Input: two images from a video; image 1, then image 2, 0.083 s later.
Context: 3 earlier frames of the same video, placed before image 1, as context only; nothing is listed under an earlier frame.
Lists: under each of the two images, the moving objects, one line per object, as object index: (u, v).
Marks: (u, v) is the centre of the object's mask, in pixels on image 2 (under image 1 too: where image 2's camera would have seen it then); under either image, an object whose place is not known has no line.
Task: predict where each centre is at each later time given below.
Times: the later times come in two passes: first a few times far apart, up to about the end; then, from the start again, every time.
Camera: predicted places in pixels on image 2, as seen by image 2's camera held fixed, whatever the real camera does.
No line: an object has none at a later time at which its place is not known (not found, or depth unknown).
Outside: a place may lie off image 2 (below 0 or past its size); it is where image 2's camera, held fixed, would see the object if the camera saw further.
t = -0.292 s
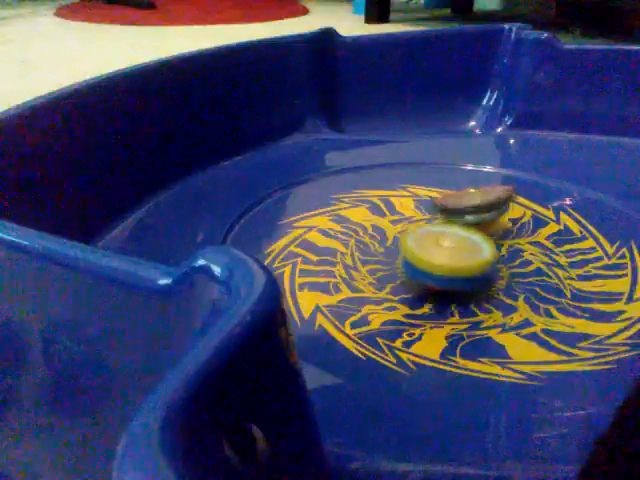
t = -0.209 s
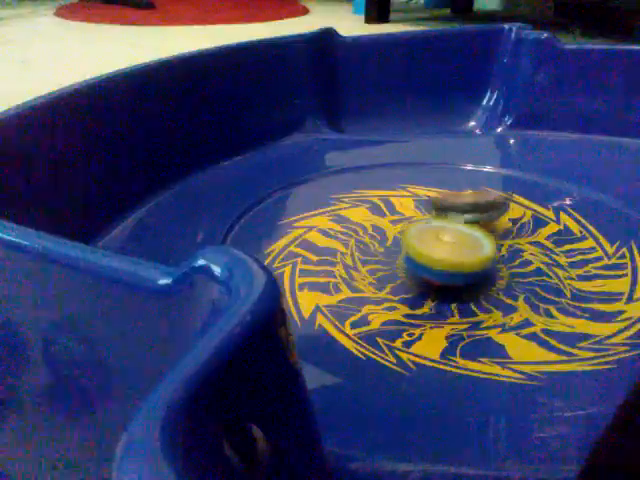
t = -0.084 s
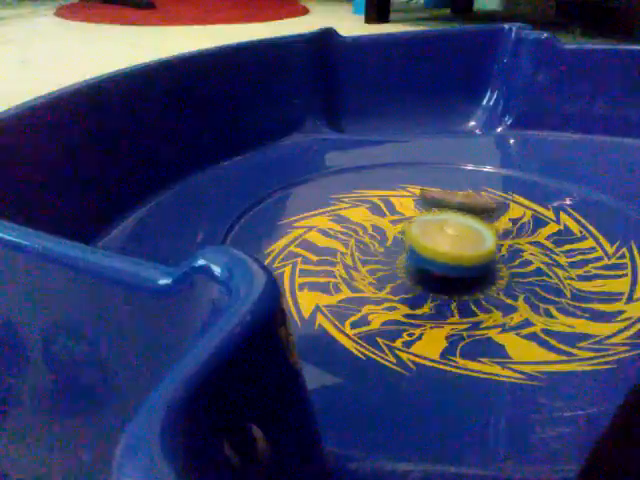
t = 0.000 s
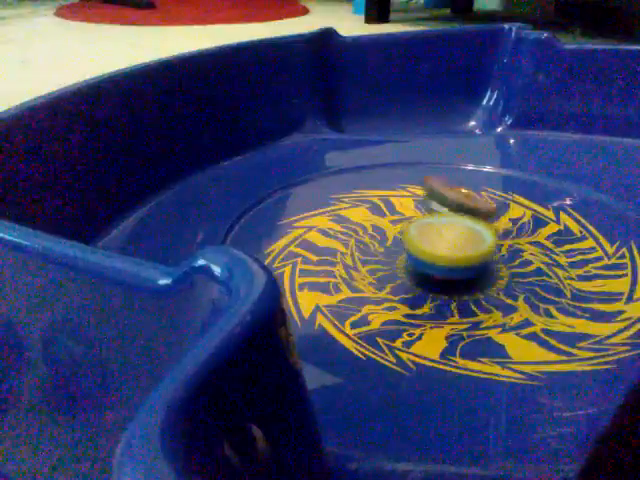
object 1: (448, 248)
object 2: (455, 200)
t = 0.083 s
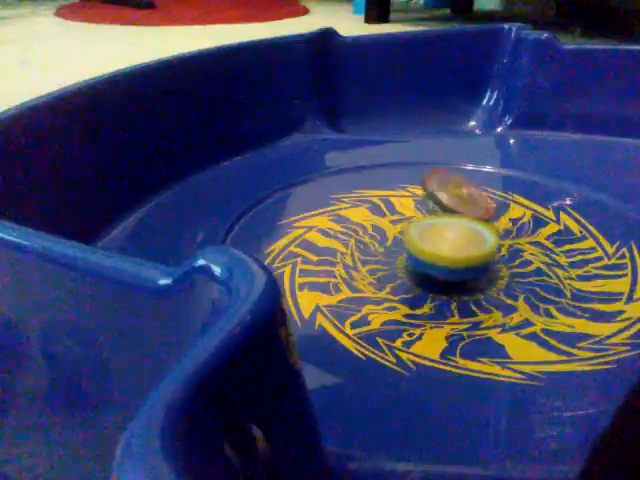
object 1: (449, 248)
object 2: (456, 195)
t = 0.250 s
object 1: (451, 249)
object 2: (454, 192)
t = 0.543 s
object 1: (454, 246)
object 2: (458, 195)
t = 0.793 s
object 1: (449, 253)
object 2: (455, 203)
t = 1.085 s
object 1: (431, 259)
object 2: (440, 200)
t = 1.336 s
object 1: (421, 251)
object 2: (438, 193)
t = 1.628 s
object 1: (422, 247)
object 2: (449, 196)
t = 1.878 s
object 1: (414, 257)
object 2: (442, 204)
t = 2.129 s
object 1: (415, 256)
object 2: (429, 204)
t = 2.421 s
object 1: (437, 251)
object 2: (416, 196)
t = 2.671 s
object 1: (468, 252)
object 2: (413, 207)
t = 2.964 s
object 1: (497, 255)
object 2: (408, 220)
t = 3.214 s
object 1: (501, 256)
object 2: (397, 219)
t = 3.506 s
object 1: (485, 249)
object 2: (394, 216)
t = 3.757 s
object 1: (484, 240)
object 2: (389, 222)
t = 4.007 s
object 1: (503, 242)
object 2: (381, 219)
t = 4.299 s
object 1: (497, 248)
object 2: (385, 221)
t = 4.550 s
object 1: (473, 245)
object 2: (386, 228)
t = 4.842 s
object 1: (472, 242)
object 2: (380, 228)
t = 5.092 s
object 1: (472, 237)
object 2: (383, 230)
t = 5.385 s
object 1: (477, 236)
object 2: (383, 233)
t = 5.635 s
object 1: (477, 244)
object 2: (381, 240)
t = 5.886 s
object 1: (475, 248)
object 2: (377, 238)
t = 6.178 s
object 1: (480, 251)
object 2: (376, 242)
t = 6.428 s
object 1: (472, 248)
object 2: (378, 246)
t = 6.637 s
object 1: (500, 253)
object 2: (357, 243)
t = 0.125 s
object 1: (449, 248)
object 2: (455, 194)
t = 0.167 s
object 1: (450, 249)
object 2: (454, 194)
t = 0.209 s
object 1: (450, 249)
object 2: (454, 193)
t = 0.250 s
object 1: (451, 249)
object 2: (454, 192)
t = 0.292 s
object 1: (451, 248)
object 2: (455, 192)
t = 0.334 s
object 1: (452, 248)
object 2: (455, 192)
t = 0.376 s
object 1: (452, 248)
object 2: (456, 192)
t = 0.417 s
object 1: (453, 248)
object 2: (456, 193)
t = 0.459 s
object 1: (454, 247)
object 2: (458, 193)
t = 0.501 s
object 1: (454, 246)
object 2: (458, 194)
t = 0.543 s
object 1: (454, 246)
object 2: (458, 195)
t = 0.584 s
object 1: (454, 246)
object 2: (459, 196)
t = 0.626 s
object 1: (454, 246)
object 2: (458, 198)
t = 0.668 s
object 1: (455, 245)
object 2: (458, 199)
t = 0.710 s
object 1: (452, 247)
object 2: (458, 201)
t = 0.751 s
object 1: (450, 250)
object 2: (456, 202)
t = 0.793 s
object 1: (449, 253)
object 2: (455, 203)
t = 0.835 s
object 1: (447, 255)
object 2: (453, 204)
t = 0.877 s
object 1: (446, 257)
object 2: (450, 203)
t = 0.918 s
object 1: (443, 258)
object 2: (448, 203)
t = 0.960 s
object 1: (440, 259)
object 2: (445, 203)
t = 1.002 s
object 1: (437, 259)
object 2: (444, 202)
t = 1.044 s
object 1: (434, 260)
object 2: (441, 200)
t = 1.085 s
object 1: (431, 259)
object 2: (440, 200)
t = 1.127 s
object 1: (429, 258)
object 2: (438, 198)
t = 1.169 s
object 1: (426, 257)
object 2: (437, 197)
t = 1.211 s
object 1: (423, 256)
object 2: (437, 196)
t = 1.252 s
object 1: (423, 255)
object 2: (438, 196)
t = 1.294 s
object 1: (422, 254)
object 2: (438, 195)
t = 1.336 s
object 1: (421, 251)
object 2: (438, 193)
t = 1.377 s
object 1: (421, 250)
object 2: (439, 193)
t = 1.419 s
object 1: (421, 248)
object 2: (440, 194)
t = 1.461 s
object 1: (423, 247)
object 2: (440, 194)
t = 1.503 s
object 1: (425, 245)
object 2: (440, 194)
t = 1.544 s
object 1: (426, 243)
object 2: (441, 194)
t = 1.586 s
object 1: (424, 243)
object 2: (441, 194)
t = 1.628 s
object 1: (422, 247)
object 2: (449, 196)
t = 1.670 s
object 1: (420, 249)
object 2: (451, 198)
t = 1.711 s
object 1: (419, 252)
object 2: (449, 200)
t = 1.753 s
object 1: (419, 253)
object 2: (449, 201)
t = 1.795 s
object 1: (416, 255)
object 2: (446, 202)
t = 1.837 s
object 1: (415, 256)
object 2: (444, 203)
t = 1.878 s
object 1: (414, 257)
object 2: (442, 204)
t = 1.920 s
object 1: (413, 257)
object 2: (441, 205)
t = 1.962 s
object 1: (413, 257)
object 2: (437, 205)
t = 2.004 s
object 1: (413, 258)
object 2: (435, 205)
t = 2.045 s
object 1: (413, 258)
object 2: (433, 206)
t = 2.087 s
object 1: (414, 257)
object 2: (431, 204)
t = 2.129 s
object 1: (415, 256)
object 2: (429, 204)
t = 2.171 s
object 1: (416, 256)
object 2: (424, 202)
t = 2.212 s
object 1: (419, 254)
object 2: (422, 200)
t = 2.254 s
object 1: (422, 254)
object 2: (421, 199)
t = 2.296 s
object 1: (425, 253)
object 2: (418, 198)
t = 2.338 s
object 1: (428, 252)
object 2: (417, 197)
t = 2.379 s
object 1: (432, 252)
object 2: (416, 197)
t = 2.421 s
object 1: (437, 251)
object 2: (416, 196)
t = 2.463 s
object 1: (442, 251)
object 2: (415, 196)
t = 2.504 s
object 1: (448, 252)
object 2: (415, 198)
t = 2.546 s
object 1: (452, 252)
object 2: (414, 200)
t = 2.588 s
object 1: (458, 252)
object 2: (413, 203)
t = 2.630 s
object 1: (462, 252)
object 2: (413, 205)
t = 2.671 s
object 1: (468, 252)
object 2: (413, 207)
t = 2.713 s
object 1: (473, 252)
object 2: (413, 208)
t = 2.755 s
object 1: (478, 252)
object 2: (413, 211)
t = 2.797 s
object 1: (483, 254)
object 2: (412, 214)
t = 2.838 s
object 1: (486, 254)
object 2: (411, 216)
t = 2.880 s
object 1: (490, 255)
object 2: (412, 217)
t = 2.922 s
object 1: (494, 255)
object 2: (410, 219)
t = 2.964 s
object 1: (497, 255)
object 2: (408, 220)
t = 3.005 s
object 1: (499, 256)
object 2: (407, 220)
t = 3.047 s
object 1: (500, 256)
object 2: (405, 220)
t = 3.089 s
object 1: (502, 256)
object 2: (403, 220)
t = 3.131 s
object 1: (502, 256)
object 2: (401, 219)
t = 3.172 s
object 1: (501, 256)
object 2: (399, 219)
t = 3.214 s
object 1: (501, 256)
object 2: (397, 219)
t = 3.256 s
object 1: (500, 256)
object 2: (395, 218)
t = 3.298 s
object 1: (499, 255)
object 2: (394, 217)
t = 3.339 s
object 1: (495, 254)
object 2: (393, 217)
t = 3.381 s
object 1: (493, 253)
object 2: (392, 216)
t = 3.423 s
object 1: (490, 253)
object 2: (392, 216)
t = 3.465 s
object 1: (488, 251)
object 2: (393, 216)
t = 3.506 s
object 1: (485, 249)
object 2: (394, 216)
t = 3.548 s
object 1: (483, 249)
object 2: (395, 218)
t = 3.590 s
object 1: (479, 245)
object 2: (395, 218)
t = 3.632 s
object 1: (477, 244)
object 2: (395, 219)
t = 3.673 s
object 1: (477, 245)
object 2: (396, 220)
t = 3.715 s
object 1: (479, 241)
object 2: (393, 219)
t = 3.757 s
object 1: (484, 240)
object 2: (389, 222)
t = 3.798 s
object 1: (487, 241)
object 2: (386, 221)
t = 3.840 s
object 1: (492, 241)
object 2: (386, 220)
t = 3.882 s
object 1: (496, 241)
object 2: (386, 221)
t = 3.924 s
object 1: (498, 243)
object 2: (383, 220)
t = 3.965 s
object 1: (502, 241)
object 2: (382, 220)
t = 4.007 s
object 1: (503, 242)
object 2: (381, 219)
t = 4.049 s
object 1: (505, 244)
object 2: (381, 218)
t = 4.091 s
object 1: (505, 245)
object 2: (382, 218)
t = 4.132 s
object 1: (505, 245)
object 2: (382, 218)
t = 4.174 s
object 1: (504, 246)
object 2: (382, 218)
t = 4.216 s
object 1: (503, 246)
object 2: (383, 219)
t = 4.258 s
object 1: (500, 247)
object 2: (384, 220)
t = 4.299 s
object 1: (497, 248)
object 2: (385, 221)
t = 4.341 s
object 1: (493, 249)
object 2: (385, 221)
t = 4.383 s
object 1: (490, 249)
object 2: (386, 223)
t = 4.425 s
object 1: (485, 247)
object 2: (385, 224)
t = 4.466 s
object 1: (480, 247)
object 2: (386, 226)
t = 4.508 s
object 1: (476, 246)
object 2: (386, 228)
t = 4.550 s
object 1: (473, 245)
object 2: (386, 228)
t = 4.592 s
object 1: (474, 244)
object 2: (382, 230)
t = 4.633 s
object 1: (473, 246)
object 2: (381, 230)
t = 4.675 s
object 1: (473, 245)
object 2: (382, 231)
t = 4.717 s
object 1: (472, 244)
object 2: (383, 230)
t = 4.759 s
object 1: (472, 244)
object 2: (383, 231)
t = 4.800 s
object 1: (472, 243)
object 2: (381, 229)
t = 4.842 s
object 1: (472, 242)
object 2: (380, 228)
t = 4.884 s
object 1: (472, 242)
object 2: (381, 227)
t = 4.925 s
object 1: (472, 241)
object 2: (381, 227)
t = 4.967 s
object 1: (472, 240)
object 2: (383, 229)
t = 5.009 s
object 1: (472, 240)
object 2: (383, 229)
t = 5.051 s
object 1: (472, 239)
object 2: (383, 229)
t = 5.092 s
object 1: (472, 237)
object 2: (383, 230)
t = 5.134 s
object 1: (474, 236)
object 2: (384, 230)
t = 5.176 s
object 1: (475, 236)
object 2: (385, 231)
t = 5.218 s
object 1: (476, 236)
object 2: (384, 232)
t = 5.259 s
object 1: (477, 235)
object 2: (385, 233)
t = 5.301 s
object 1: (476, 236)
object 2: (384, 232)
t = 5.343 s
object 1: (476, 236)
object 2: (384, 233)
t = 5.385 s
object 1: (477, 236)
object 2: (383, 233)
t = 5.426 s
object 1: (476, 236)
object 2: (383, 233)
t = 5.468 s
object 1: (474, 238)
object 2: (382, 234)
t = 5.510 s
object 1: (475, 242)
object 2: (379, 236)
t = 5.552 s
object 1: (476, 242)
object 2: (376, 238)
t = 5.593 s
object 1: (476, 243)
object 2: (377, 239)
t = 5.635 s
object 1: (477, 244)
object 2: (381, 240)
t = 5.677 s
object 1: (477, 244)
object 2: (379, 236)
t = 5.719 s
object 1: (477, 245)
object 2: (379, 237)
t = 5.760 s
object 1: (477, 246)
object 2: (380, 237)
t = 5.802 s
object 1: (475, 247)
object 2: (383, 240)
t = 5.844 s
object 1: (475, 246)
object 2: (382, 240)
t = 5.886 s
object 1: (475, 248)
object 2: (377, 238)
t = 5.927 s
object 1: (477, 247)
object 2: (373, 237)
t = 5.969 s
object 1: (479, 246)
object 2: (373, 236)
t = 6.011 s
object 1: (480, 250)
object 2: (375, 237)
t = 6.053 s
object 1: (480, 250)
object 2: (376, 240)
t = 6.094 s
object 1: (481, 248)
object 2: (375, 241)
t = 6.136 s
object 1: (480, 248)
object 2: (375, 242)
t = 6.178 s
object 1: (480, 251)
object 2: (376, 242)
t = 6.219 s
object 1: (479, 249)
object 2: (377, 243)
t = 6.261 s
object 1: (477, 251)
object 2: (378, 243)
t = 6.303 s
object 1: (475, 249)
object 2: (378, 245)
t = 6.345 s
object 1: (474, 248)
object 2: (379, 246)
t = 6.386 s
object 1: (473, 248)
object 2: (377, 246)
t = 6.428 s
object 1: (472, 248)
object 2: (378, 246)
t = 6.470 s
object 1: (472, 247)
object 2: (378, 246)
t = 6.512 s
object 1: (481, 248)
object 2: (375, 248)
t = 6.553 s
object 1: (494, 247)
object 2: (359, 244)
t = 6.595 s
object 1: (498, 252)
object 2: (356, 242)
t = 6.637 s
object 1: (500, 253)
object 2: (357, 243)
